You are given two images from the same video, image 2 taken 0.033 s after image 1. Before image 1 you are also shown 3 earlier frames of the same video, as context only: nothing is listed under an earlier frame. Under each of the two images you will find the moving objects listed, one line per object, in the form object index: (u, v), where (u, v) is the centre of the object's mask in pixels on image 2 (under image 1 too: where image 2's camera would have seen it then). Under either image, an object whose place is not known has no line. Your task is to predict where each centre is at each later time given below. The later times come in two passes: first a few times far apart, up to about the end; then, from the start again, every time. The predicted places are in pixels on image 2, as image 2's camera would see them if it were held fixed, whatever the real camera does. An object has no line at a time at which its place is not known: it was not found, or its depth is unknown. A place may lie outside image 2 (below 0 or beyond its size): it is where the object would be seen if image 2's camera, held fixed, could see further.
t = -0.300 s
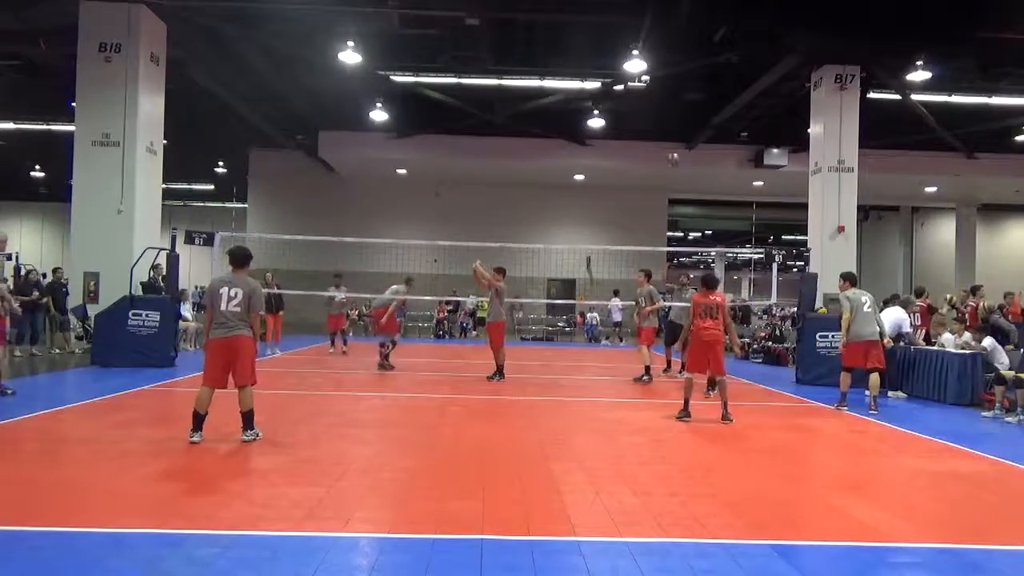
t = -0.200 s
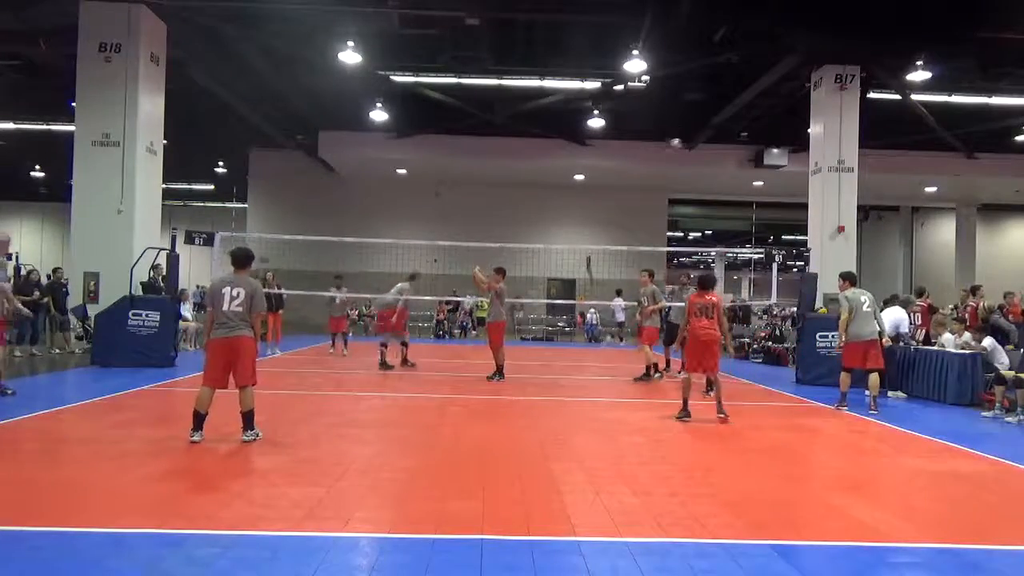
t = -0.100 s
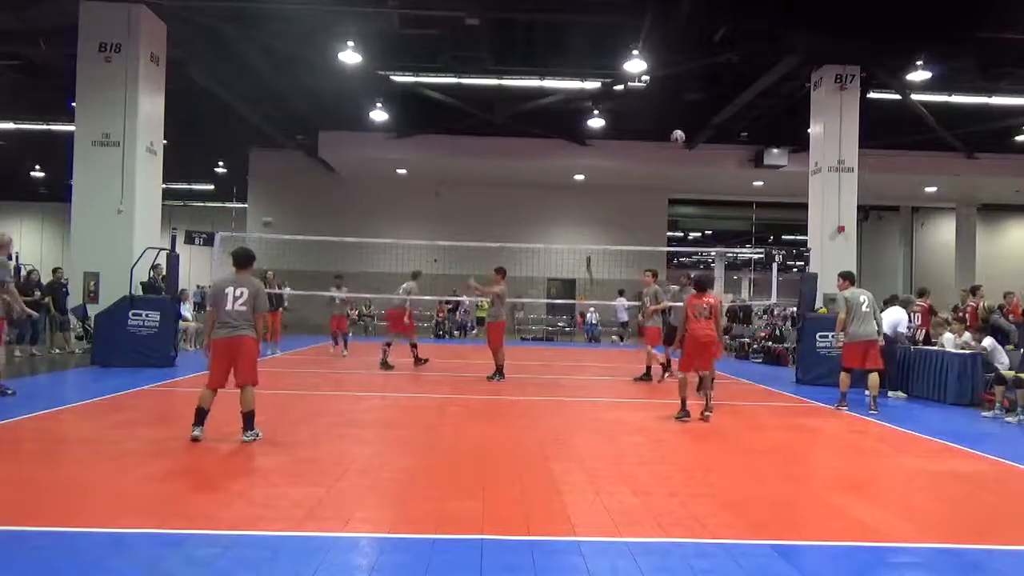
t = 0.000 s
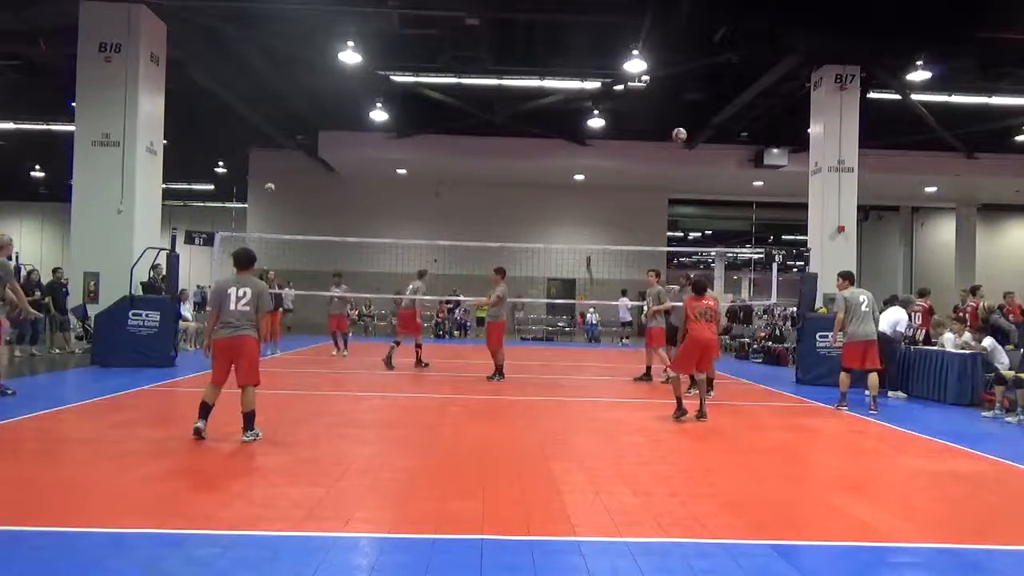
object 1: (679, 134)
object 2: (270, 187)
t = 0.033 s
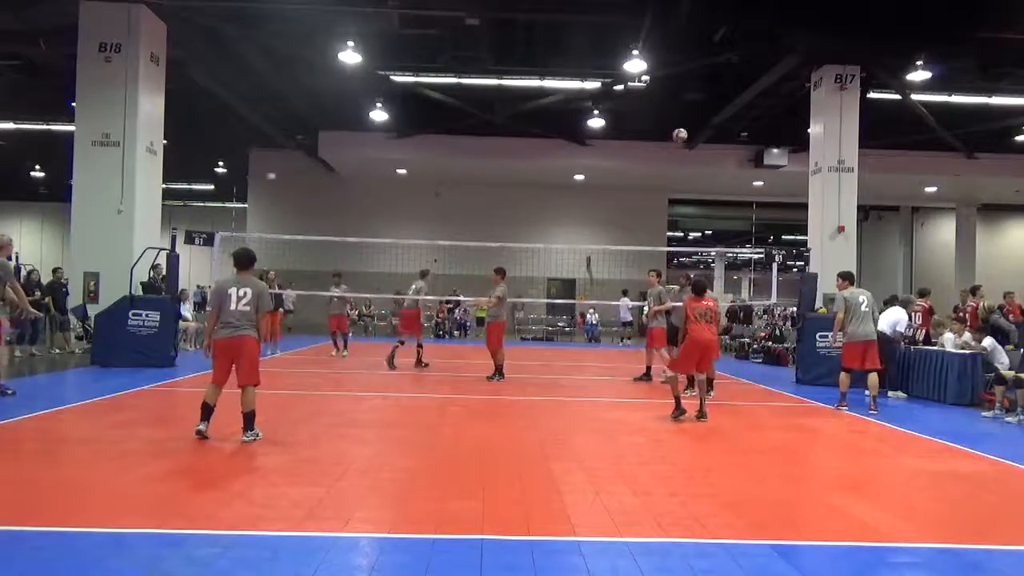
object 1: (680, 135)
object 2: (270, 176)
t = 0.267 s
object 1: (685, 161)
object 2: (278, 121)
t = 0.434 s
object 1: (689, 210)
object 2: (284, 95)
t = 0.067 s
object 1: (680, 136)
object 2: (273, 166)
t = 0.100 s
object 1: (681, 138)
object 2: (274, 159)
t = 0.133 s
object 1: (682, 141)
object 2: (274, 149)
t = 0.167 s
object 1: (682, 145)
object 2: (275, 143)
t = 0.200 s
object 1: (683, 148)
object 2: (275, 135)
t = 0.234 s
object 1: (684, 154)
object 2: (276, 129)
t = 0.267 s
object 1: (685, 161)
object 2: (278, 121)
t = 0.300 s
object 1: (684, 168)
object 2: (279, 114)
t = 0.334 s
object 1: (685, 178)
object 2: (281, 109)
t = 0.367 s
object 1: (687, 188)
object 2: (282, 103)
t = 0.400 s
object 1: (688, 198)
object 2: (282, 100)
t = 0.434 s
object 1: (689, 210)
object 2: (284, 95)
